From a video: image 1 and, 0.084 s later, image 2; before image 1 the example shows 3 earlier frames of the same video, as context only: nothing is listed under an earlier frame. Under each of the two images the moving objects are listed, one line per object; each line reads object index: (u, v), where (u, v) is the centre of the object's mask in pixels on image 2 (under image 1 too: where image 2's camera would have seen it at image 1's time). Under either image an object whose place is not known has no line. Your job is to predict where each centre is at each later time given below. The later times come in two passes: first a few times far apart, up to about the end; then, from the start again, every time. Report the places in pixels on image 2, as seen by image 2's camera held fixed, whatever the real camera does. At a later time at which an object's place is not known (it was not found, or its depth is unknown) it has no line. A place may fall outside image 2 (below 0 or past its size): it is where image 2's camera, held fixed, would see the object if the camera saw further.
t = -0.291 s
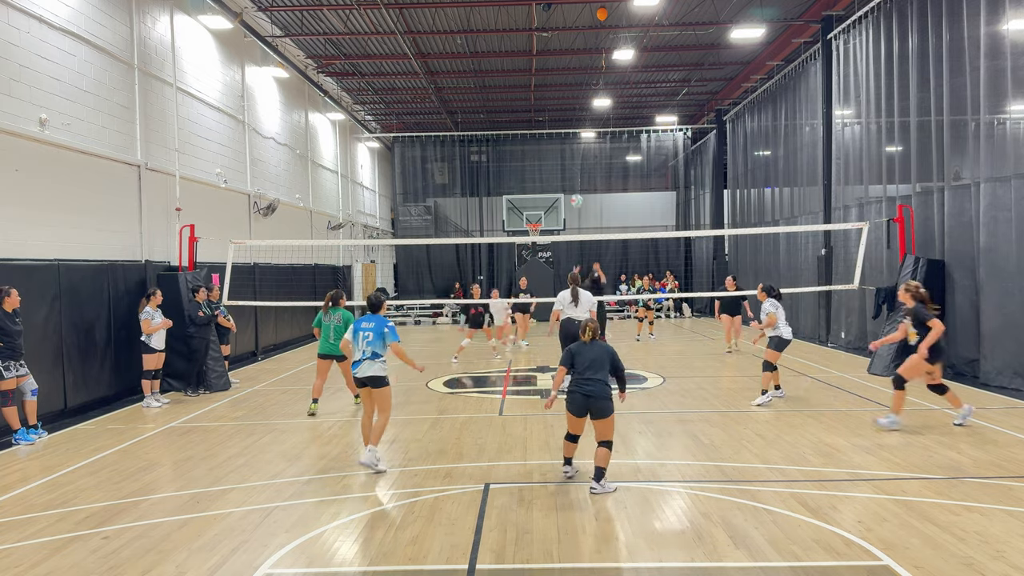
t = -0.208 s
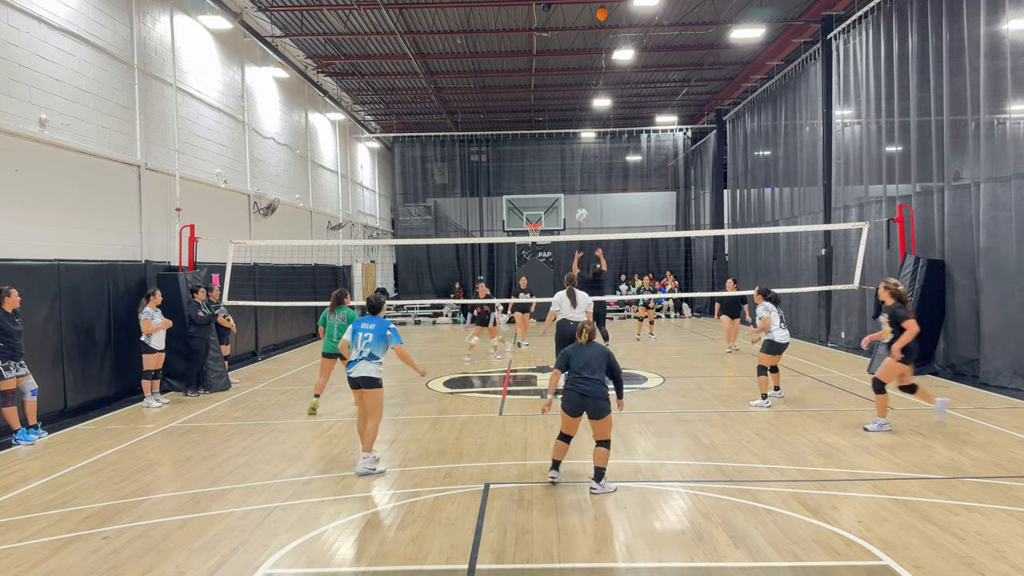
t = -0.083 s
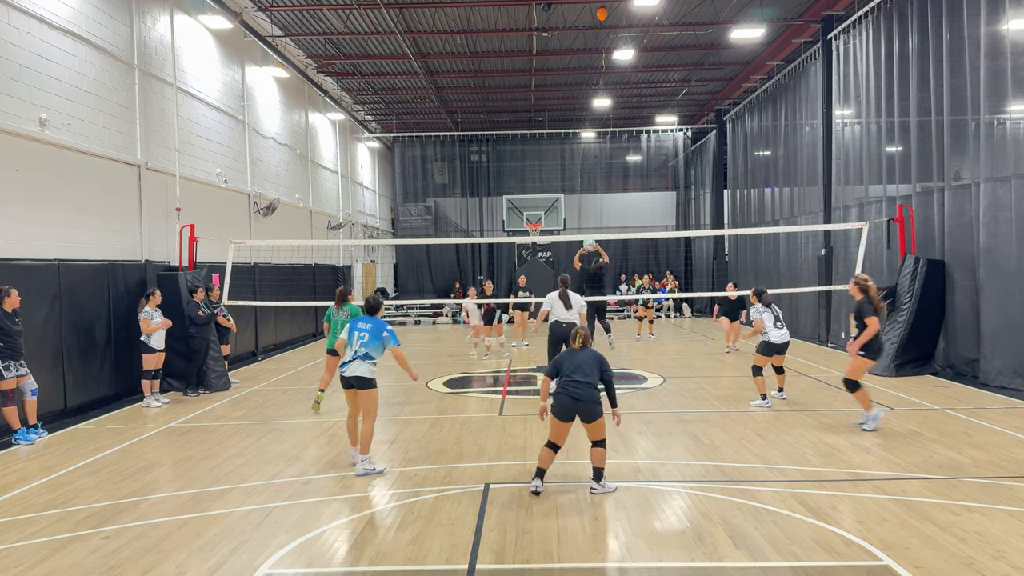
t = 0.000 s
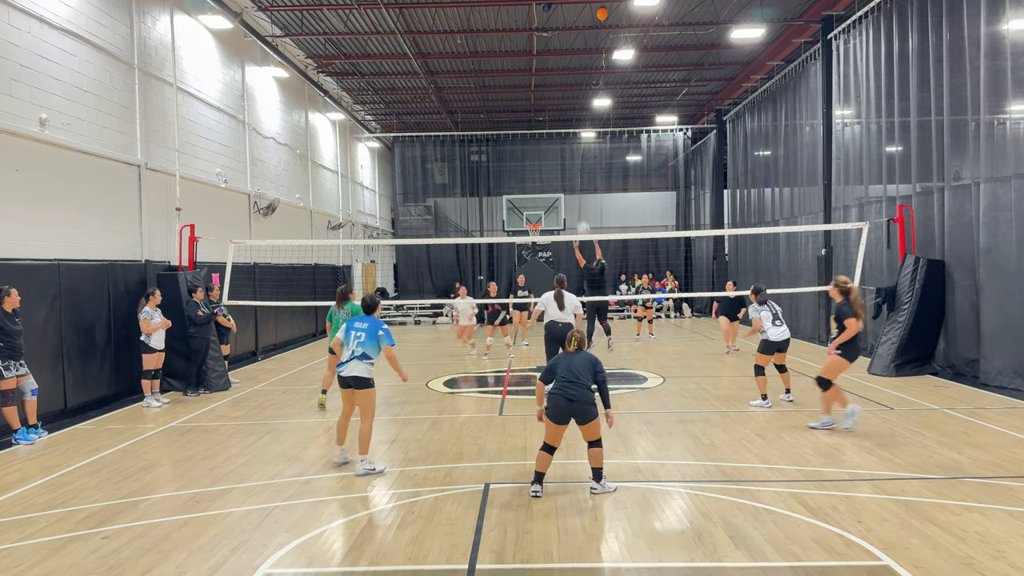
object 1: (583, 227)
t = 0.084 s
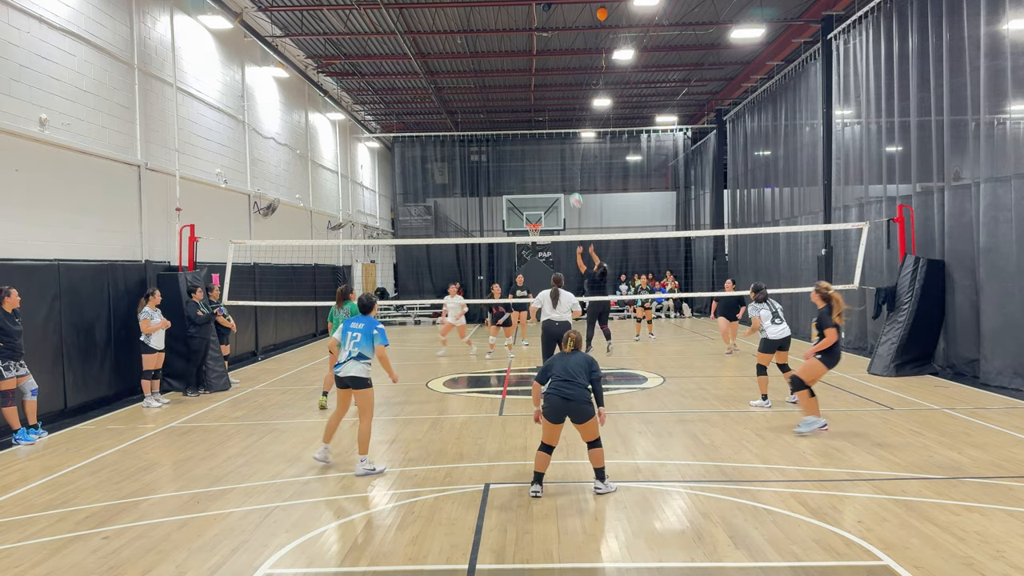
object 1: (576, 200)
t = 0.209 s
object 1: (565, 165)
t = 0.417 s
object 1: (547, 128)
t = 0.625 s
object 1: (530, 116)
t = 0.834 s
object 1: (514, 129)
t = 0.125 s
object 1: (572, 187)
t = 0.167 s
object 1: (568, 176)
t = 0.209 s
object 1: (565, 165)
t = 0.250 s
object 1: (561, 156)
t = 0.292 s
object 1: (558, 148)
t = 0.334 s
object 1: (554, 140)
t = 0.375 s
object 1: (551, 134)
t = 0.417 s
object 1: (547, 128)
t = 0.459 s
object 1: (544, 124)
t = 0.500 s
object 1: (540, 120)
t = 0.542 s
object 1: (537, 118)
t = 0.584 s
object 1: (534, 116)
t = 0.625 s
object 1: (530, 116)
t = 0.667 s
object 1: (527, 117)
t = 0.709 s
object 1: (524, 118)
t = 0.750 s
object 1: (520, 121)
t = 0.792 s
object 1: (517, 124)
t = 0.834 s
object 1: (514, 129)
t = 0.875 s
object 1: (510, 135)
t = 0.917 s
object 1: (507, 142)
